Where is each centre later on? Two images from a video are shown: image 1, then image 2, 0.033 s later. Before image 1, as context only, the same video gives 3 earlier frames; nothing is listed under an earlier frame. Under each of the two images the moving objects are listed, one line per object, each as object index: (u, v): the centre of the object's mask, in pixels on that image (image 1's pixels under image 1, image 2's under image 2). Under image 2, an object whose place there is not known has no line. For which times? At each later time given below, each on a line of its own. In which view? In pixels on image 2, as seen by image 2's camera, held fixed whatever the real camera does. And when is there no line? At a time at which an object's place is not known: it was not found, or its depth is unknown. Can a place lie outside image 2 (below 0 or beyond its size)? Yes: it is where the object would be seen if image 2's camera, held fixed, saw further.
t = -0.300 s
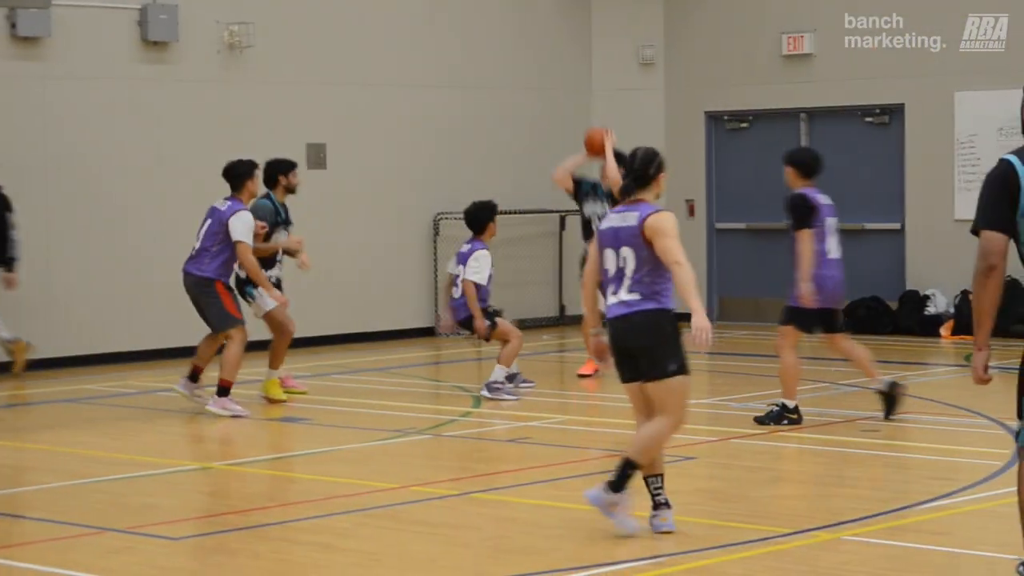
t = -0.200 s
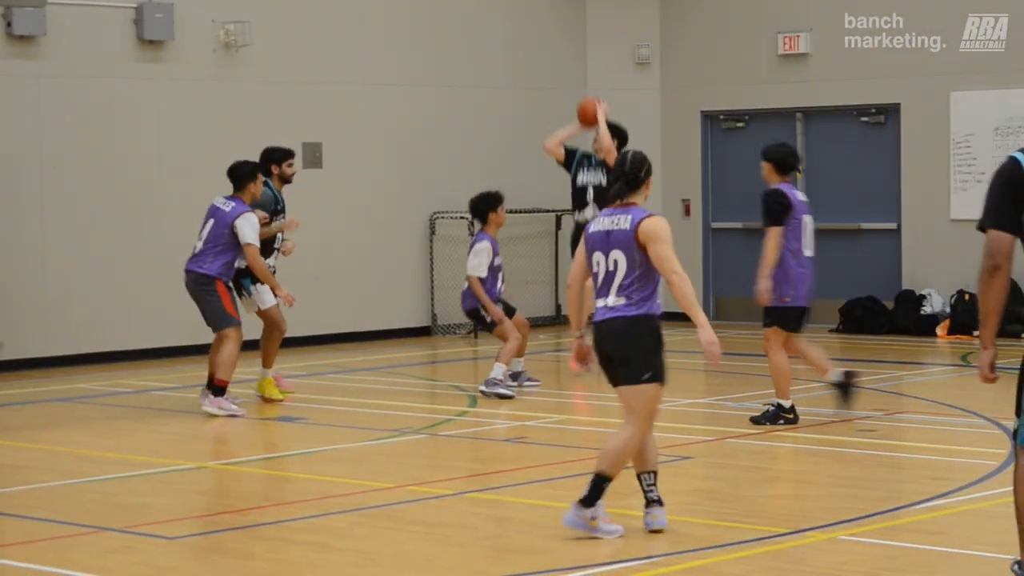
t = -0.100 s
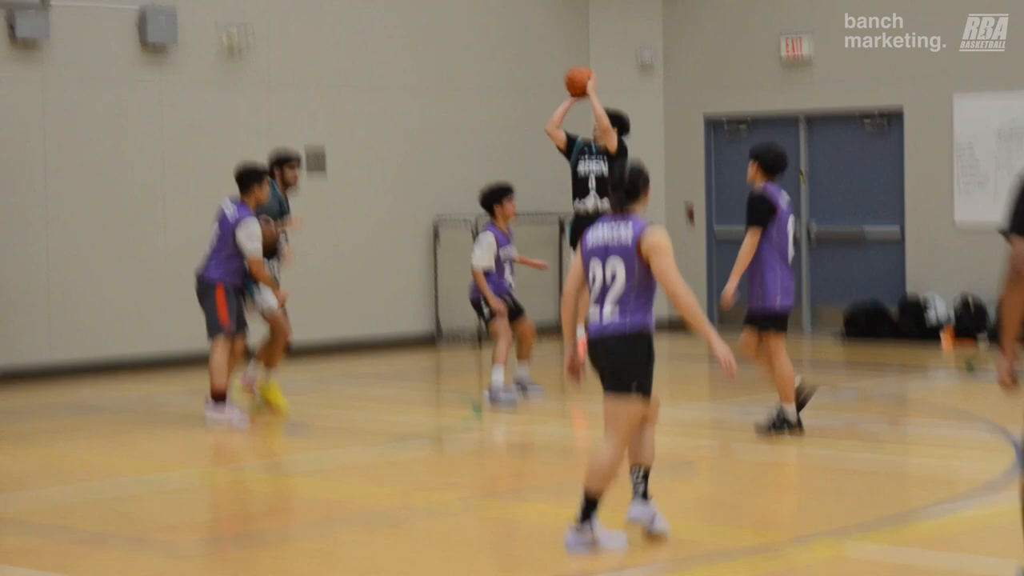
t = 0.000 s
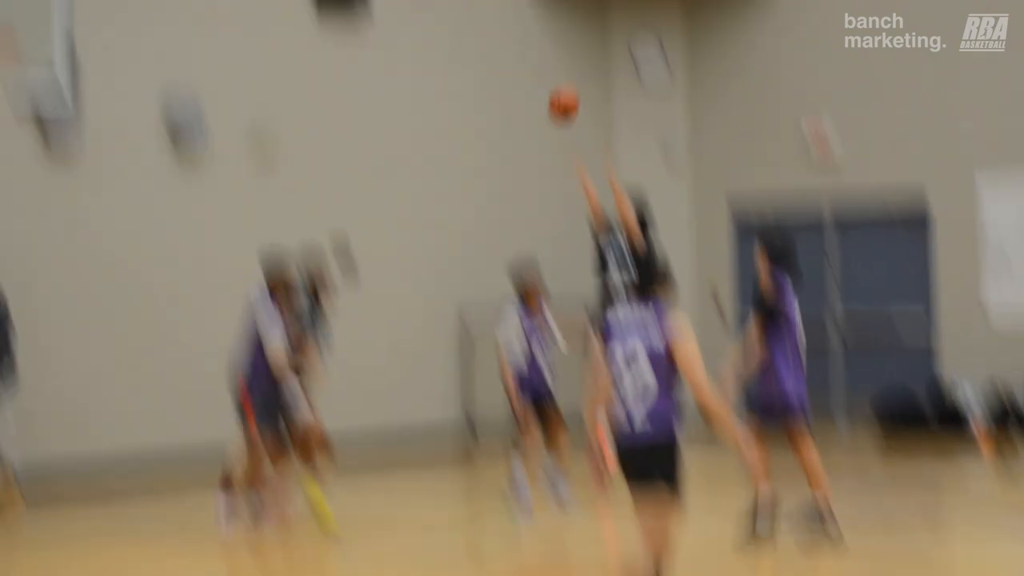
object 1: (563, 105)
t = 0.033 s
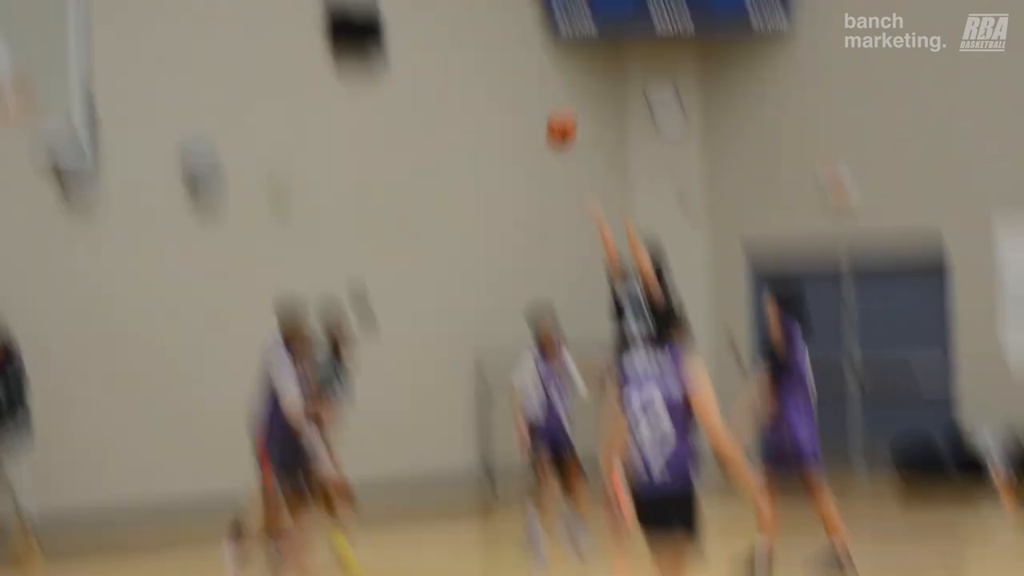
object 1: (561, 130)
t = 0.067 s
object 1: (543, 109)
